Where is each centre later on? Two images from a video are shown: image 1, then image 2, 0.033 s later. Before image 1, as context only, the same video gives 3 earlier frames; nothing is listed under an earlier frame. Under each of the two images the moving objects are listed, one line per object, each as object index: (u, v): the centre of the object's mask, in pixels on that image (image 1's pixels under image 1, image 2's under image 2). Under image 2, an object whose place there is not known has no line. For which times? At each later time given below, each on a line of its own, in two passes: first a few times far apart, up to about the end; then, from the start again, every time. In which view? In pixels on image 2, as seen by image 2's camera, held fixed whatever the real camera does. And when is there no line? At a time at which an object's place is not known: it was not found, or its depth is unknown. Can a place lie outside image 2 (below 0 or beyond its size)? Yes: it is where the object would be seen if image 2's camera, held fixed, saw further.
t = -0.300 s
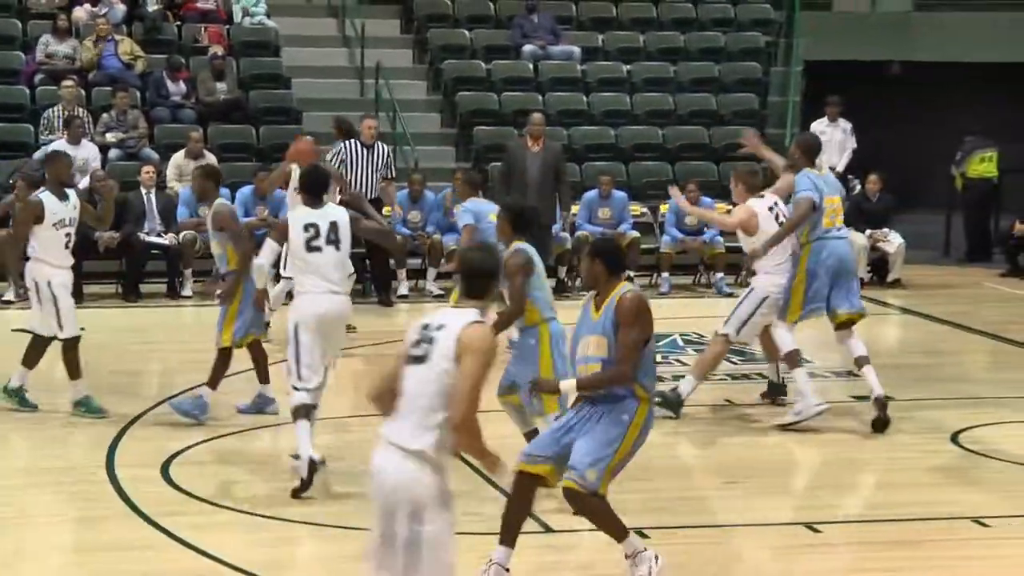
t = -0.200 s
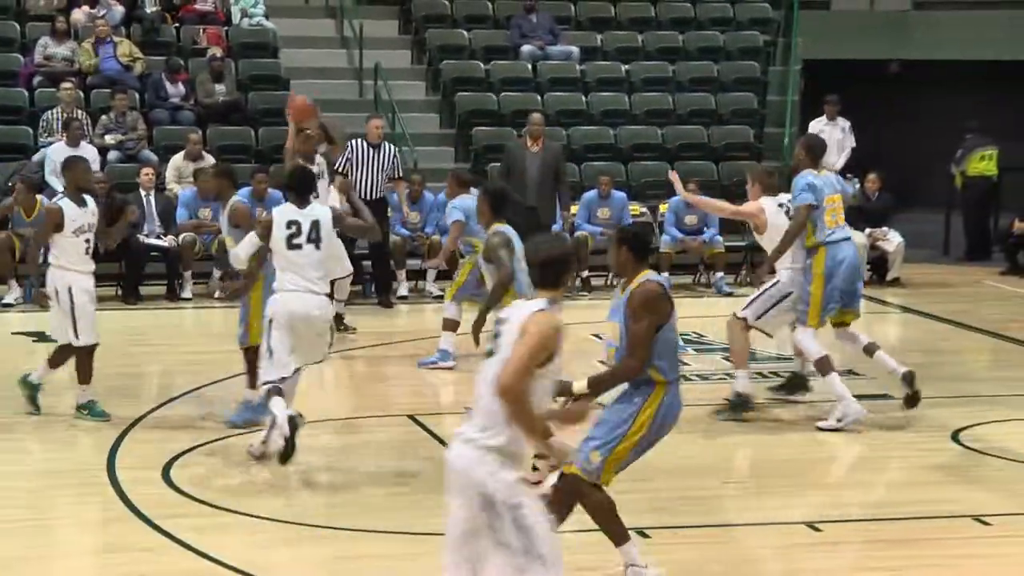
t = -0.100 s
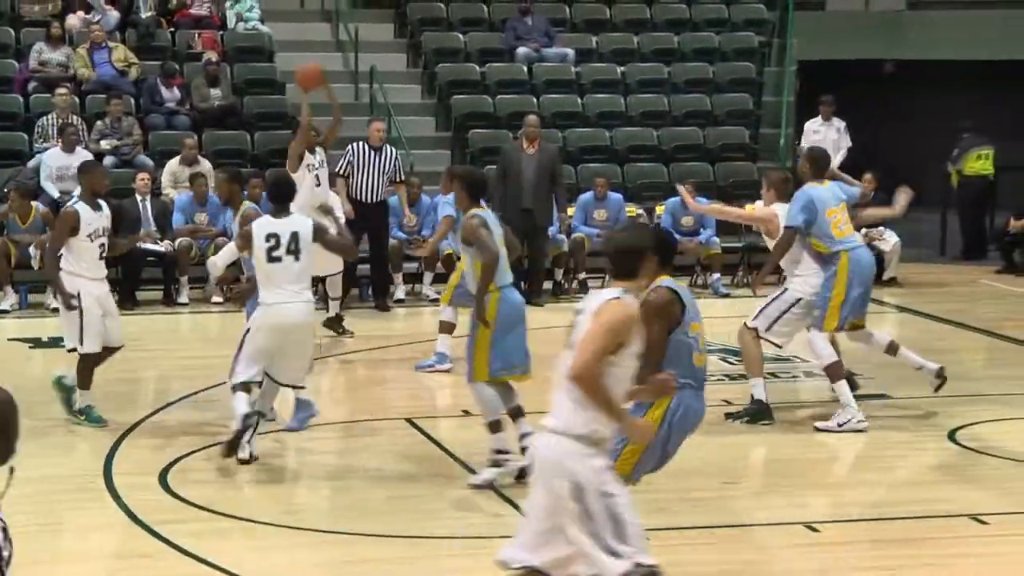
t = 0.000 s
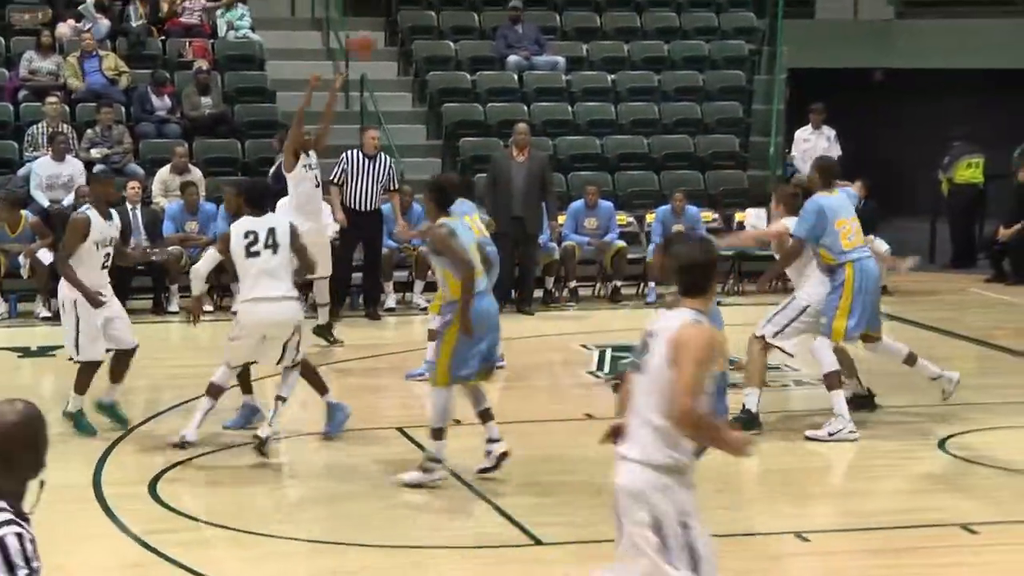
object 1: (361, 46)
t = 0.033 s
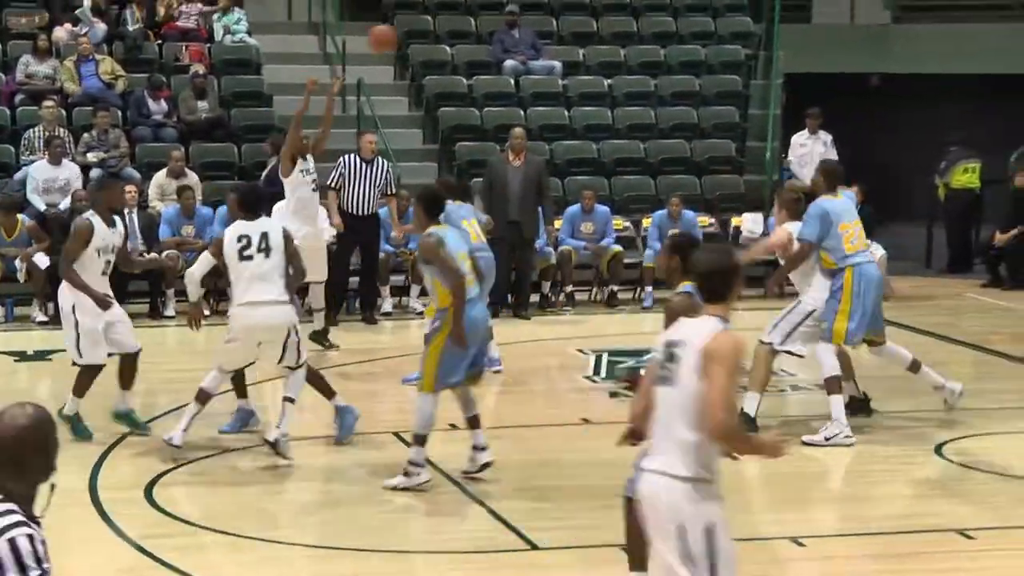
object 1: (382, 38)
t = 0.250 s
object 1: (540, 5)
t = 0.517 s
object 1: (745, 41)
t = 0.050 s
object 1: (395, 35)
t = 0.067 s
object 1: (406, 30)
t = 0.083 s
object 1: (418, 28)
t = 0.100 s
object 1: (430, 24)
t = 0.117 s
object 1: (443, 20)
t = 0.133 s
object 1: (455, 18)
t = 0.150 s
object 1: (467, 15)
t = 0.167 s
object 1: (479, 12)
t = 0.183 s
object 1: (492, 9)
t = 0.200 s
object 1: (505, 8)
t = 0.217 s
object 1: (515, 7)
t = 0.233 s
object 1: (529, 5)
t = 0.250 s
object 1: (540, 5)
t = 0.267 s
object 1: (553, 5)
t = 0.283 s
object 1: (566, 5)
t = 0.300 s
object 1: (579, 6)
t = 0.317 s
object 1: (590, 5)
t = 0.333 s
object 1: (603, 6)
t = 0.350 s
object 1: (616, 8)
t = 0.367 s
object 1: (628, 10)
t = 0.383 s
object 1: (641, 11)
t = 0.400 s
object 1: (652, 14)
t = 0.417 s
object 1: (667, 17)
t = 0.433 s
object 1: (679, 21)
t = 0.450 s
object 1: (691, 25)
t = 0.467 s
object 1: (706, 29)
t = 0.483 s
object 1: (720, 33)
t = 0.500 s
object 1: (731, 37)
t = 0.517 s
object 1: (745, 41)
